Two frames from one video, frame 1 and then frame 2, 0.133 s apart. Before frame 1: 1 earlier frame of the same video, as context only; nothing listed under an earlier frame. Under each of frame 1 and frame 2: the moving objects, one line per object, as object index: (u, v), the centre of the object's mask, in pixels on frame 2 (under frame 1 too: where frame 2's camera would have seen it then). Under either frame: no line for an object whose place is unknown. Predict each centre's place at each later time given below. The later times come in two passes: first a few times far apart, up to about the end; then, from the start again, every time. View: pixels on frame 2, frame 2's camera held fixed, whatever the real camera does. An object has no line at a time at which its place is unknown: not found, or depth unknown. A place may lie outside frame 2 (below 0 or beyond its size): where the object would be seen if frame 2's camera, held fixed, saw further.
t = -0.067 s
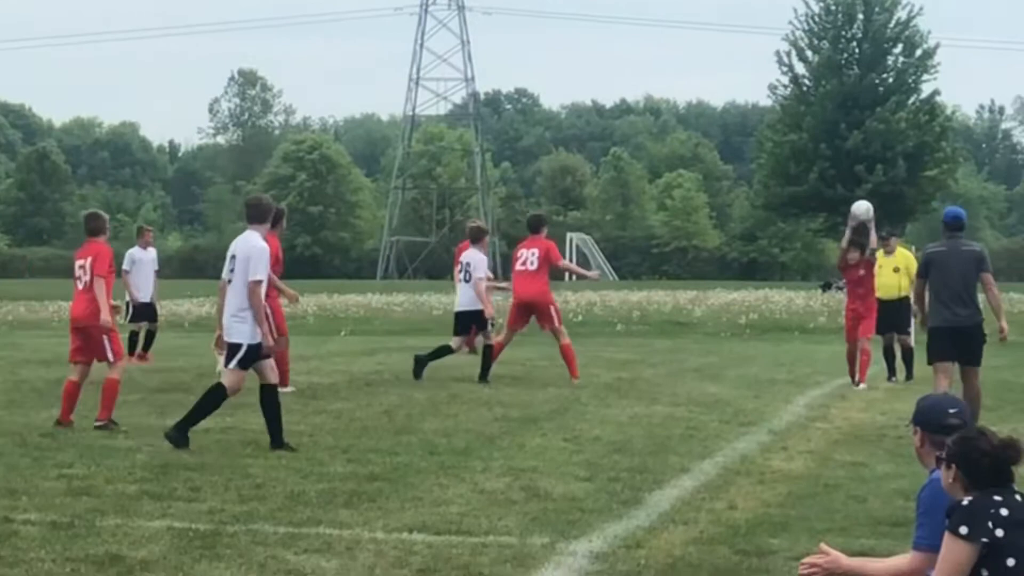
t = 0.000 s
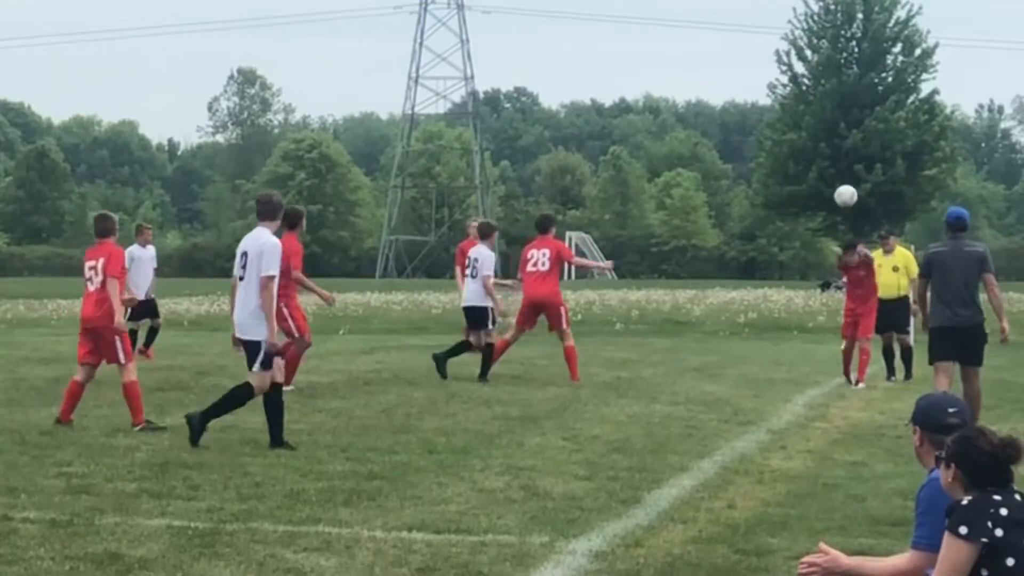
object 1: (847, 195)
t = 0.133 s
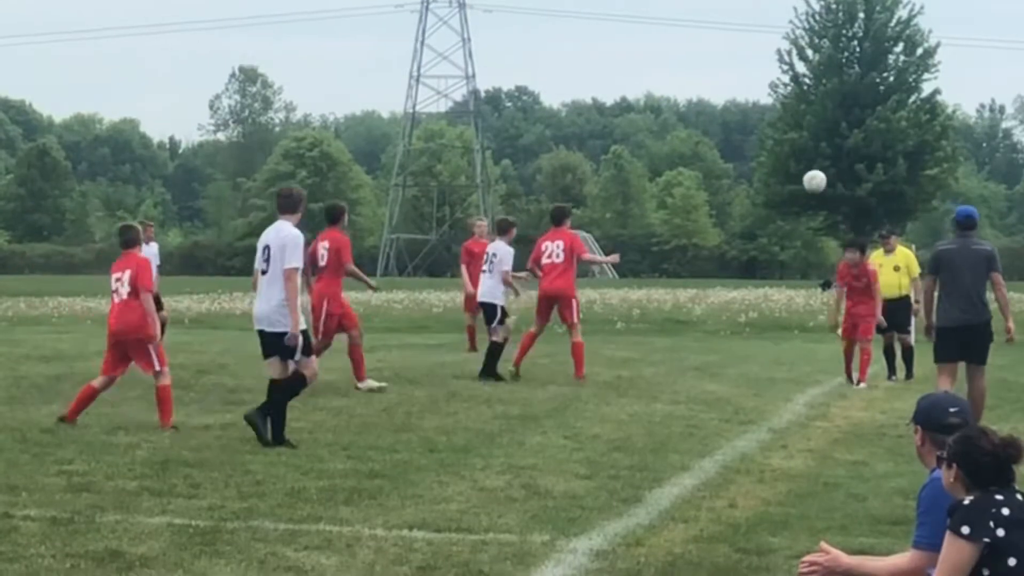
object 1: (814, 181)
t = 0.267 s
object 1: (781, 185)
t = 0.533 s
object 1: (708, 252)
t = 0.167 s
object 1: (806, 180)
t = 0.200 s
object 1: (798, 181)
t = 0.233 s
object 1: (789, 182)
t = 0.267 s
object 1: (781, 185)
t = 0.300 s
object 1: (772, 188)
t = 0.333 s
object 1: (763, 193)
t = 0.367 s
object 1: (754, 200)
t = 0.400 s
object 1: (745, 208)
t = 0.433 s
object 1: (736, 217)
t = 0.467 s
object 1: (727, 227)
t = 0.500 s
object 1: (717, 239)
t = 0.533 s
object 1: (708, 252)
